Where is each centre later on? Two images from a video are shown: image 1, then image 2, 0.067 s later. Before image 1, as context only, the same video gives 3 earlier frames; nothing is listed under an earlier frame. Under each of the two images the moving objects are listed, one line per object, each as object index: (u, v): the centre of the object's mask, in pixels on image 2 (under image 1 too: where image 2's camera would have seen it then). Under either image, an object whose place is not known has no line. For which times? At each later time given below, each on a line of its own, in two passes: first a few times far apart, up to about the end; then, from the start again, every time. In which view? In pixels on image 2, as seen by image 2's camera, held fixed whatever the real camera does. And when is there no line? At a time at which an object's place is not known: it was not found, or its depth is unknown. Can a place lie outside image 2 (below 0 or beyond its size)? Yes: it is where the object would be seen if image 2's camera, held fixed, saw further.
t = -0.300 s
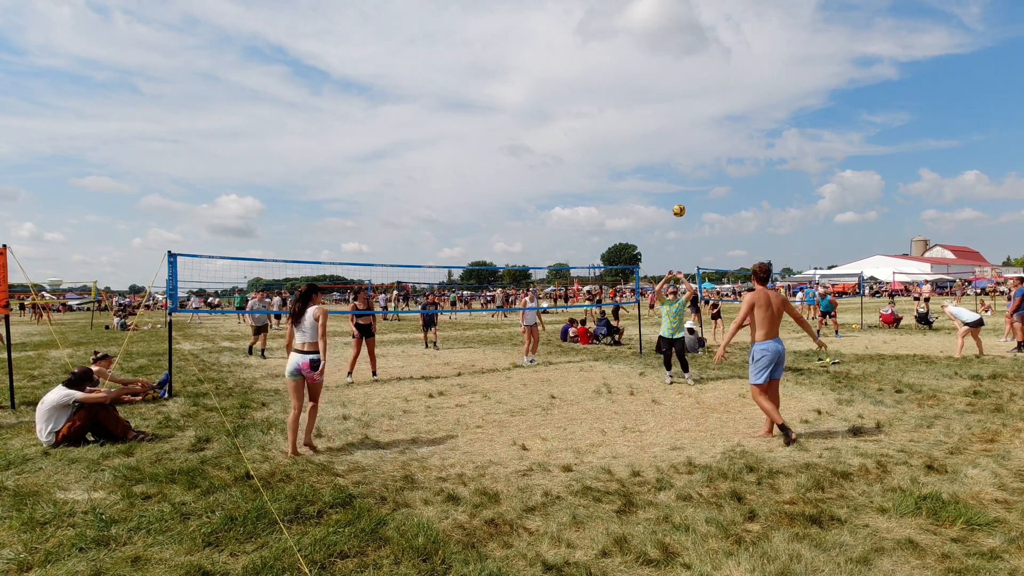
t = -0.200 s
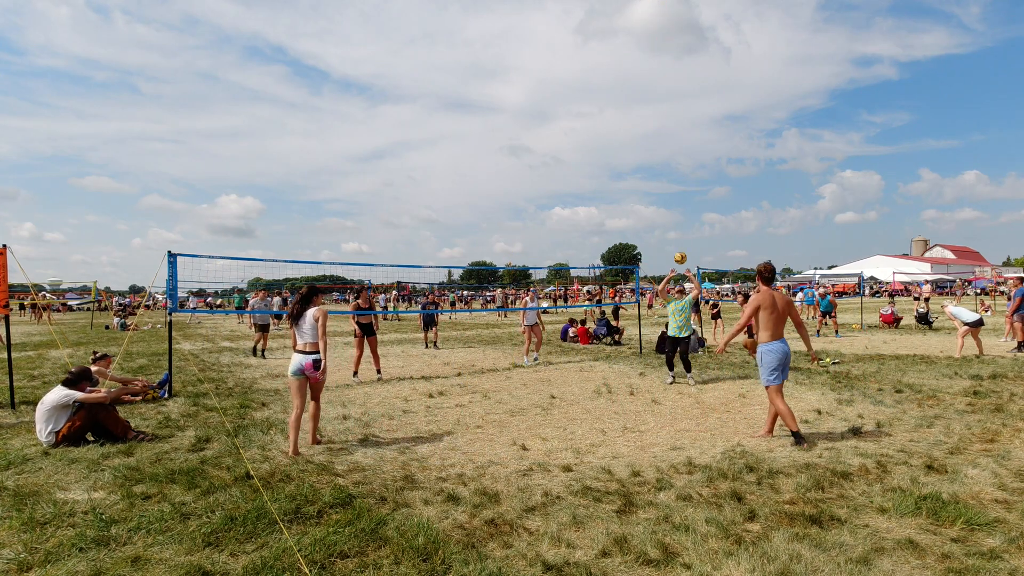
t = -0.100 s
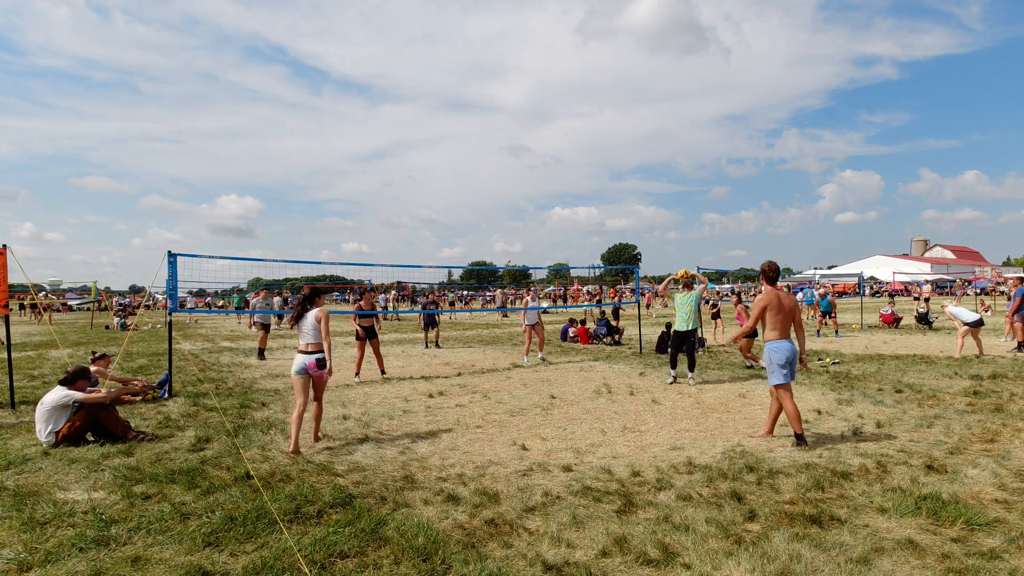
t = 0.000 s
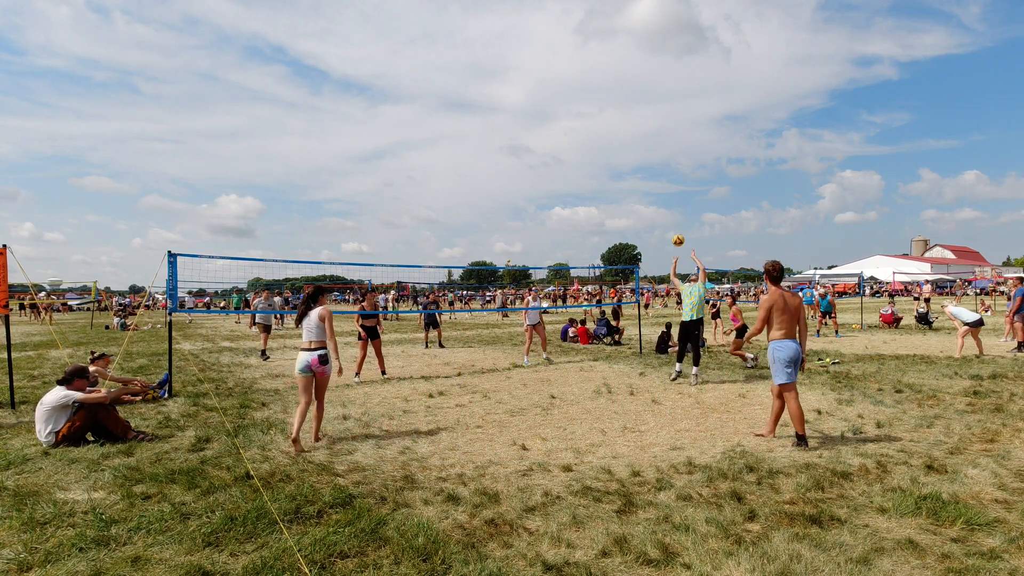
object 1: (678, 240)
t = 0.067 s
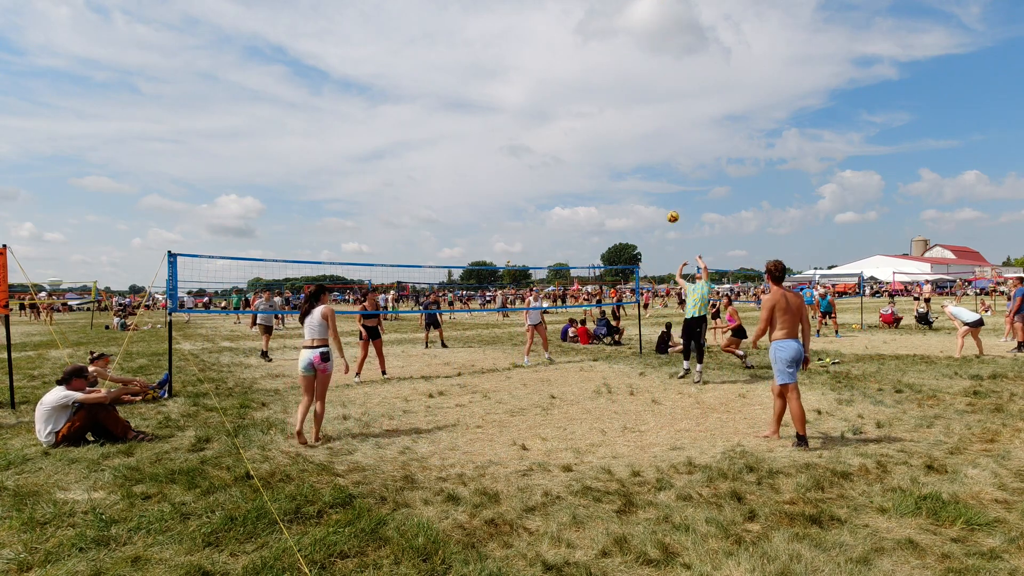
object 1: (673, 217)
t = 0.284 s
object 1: (657, 162)
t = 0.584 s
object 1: (637, 133)
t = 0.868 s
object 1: (621, 148)
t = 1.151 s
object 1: (607, 199)
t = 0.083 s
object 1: (671, 211)
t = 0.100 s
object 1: (670, 206)
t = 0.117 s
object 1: (669, 201)
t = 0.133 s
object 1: (667, 197)
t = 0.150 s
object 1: (666, 192)
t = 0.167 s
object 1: (665, 187)
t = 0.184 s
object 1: (664, 183)
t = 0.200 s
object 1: (663, 179)
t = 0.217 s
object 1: (661, 175)
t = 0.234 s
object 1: (660, 172)
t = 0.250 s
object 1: (659, 168)
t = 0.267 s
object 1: (658, 165)
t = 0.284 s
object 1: (657, 162)
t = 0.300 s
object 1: (655, 159)
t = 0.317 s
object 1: (654, 156)
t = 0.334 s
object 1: (653, 153)
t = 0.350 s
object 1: (652, 151)
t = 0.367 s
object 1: (651, 149)
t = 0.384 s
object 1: (650, 146)
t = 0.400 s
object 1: (649, 145)
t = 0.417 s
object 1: (648, 143)
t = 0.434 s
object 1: (647, 141)
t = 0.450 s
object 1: (645, 139)
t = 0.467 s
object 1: (644, 138)
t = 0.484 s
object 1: (643, 137)
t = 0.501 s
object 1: (642, 135)
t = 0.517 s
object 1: (641, 135)
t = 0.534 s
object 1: (640, 134)
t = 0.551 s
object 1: (639, 133)
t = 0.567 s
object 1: (638, 133)
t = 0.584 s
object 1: (637, 133)
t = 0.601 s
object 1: (636, 132)
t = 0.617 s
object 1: (635, 132)
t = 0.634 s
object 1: (634, 133)
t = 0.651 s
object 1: (633, 133)
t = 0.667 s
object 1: (632, 133)
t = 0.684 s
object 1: (631, 134)
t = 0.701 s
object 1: (630, 134)
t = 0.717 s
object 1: (629, 135)
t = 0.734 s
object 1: (628, 136)
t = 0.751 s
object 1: (627, 137)
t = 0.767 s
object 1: (626, 138)
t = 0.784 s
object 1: (625, 139)
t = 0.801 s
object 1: (624, 141)
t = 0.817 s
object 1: (623, 143)
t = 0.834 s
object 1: (622, 144)
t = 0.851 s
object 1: (622, 146)
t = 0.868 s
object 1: (621, 148)
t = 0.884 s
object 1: (620, 150)
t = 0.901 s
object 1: (619, 152)
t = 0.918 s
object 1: (618, 155)
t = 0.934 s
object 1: (617, 157)
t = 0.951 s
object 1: (616, 159)
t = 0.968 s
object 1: (615, 162)
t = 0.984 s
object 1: (615, 165)
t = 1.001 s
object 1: (614, 168)
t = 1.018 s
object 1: (613, 171)
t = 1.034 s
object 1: (612, 174)
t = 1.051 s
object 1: (611, 177)
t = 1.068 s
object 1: (611, 181)
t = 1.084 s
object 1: (610, 184)
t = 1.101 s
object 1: (609, 188)
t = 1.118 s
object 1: (608, 192)
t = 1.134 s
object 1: (607, 196)
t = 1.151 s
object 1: (607, 199)
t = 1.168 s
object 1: (606, 203)
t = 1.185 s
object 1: (605, 208)
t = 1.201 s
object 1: (604, 212)
